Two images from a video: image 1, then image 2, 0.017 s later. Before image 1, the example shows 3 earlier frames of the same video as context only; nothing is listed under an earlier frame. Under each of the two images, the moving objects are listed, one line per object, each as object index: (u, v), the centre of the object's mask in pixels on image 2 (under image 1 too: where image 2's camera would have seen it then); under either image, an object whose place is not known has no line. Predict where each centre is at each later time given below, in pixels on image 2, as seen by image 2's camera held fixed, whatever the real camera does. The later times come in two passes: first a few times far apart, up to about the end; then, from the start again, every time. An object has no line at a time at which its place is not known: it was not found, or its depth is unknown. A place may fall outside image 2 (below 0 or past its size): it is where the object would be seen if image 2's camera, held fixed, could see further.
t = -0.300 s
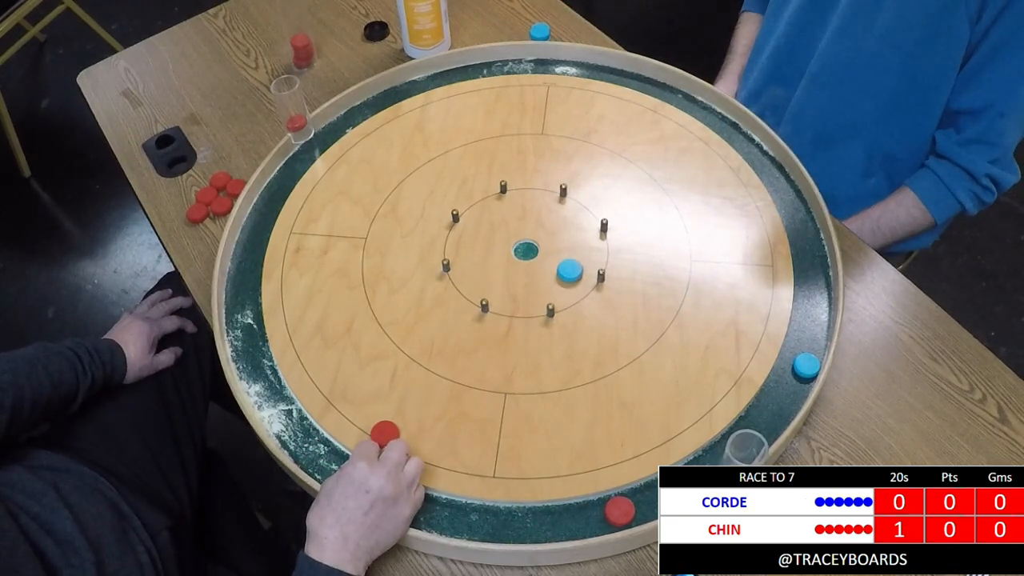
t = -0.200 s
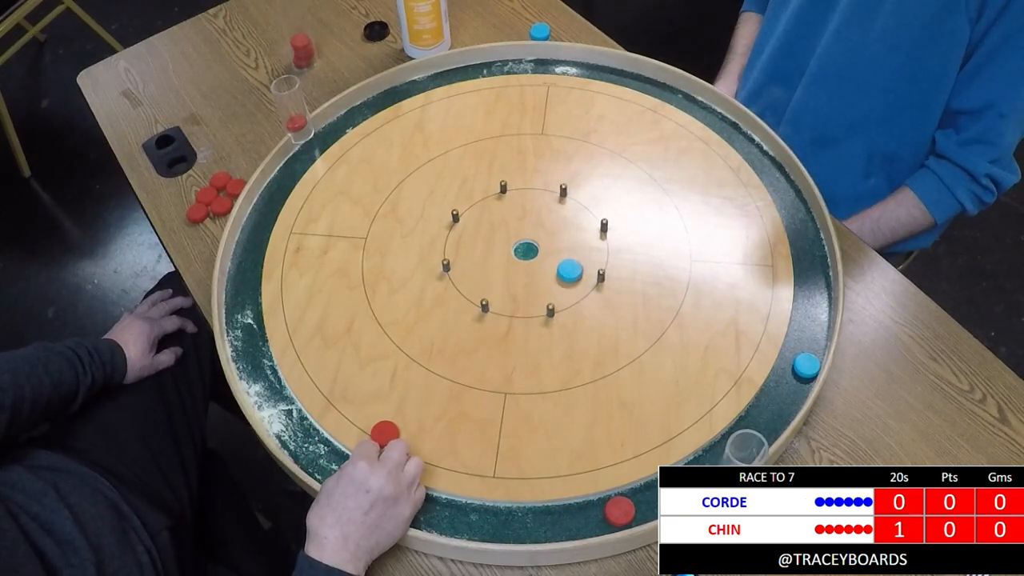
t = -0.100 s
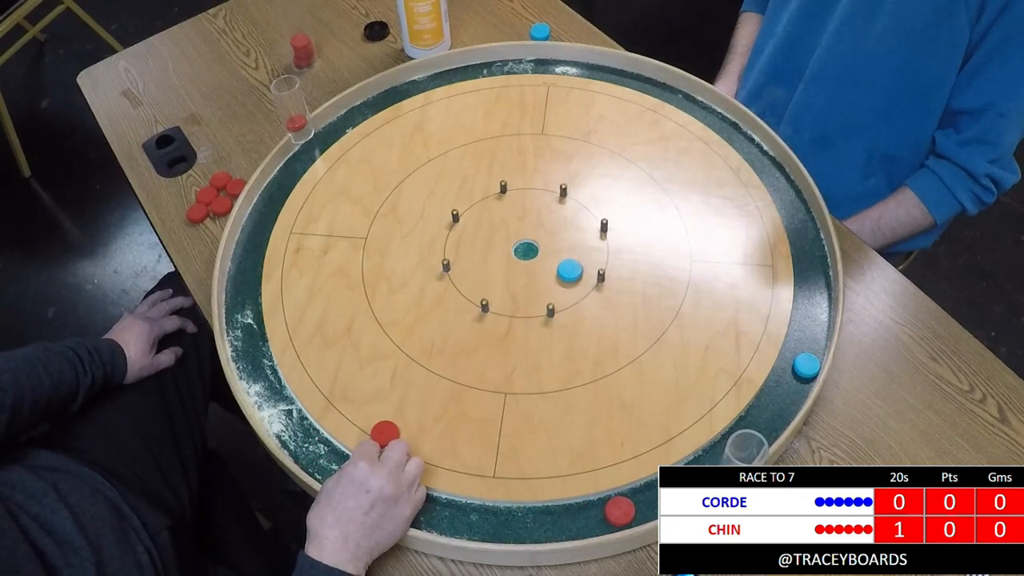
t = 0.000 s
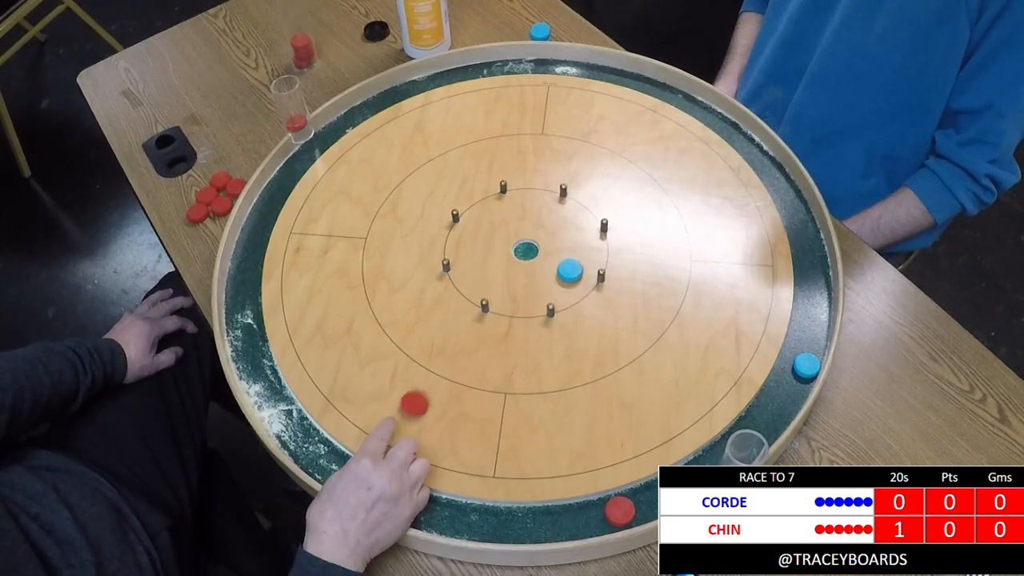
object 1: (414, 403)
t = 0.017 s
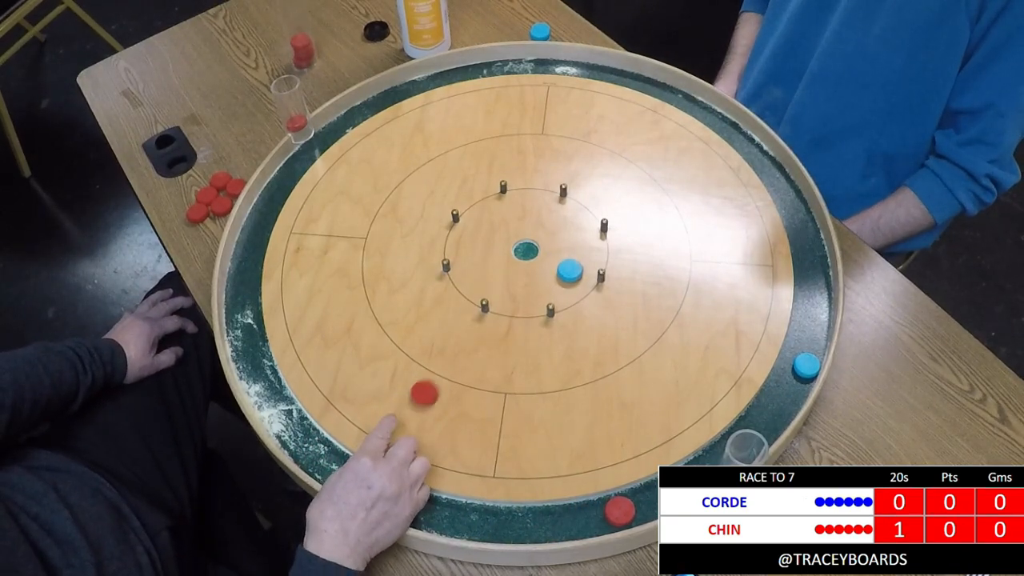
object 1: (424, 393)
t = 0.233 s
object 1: (530, 313)
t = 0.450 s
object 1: (493, 337)
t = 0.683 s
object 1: (490, 351)
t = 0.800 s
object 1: (490, 351)
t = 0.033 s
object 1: (434, 383)
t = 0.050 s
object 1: (443, 373)
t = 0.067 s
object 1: (451, 364)
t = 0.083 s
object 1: (460, 355)
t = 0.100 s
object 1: (468, 346)
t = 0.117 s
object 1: (476, 338)
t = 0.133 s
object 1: (484, 330)
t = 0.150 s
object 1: (492, 321)
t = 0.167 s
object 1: (501, 318)
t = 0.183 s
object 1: (511, 317)
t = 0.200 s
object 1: (519, 315)
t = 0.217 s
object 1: (529, 313)
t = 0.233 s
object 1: (530, 313)
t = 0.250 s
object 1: (524, 314)
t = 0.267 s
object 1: (518, 314)
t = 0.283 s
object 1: (512, 315)
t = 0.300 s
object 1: (507, 316)
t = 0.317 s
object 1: (502, 317)
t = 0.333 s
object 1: (497, 318)
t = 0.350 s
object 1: (496, 321)
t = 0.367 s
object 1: (495, 324)
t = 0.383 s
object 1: (495, 326)
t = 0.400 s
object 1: (494, 329)
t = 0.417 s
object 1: (494, 332)
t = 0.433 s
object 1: (493, 335)
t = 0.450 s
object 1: (493, 337)
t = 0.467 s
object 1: (493, 339)
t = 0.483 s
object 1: (492, 341)
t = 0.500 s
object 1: (492, 343)
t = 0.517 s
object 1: (491, 345)
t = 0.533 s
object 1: (491, 346)
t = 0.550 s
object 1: (491, 347)
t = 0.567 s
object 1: (491, 348)
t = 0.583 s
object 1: (491, 349)
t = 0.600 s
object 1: (490, 350)
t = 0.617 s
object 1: (490, 350)
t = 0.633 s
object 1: (490, 351)
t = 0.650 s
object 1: (490, 351)
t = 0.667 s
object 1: (490, 351)
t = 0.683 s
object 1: (490, 351)
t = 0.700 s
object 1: (490, 351)
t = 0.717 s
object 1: (490, 351)
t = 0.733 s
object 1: (490, 351)
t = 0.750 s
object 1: (490, 351)
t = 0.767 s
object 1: (490, 351)
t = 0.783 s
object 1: (490, 351)
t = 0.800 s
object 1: (490, 351)
